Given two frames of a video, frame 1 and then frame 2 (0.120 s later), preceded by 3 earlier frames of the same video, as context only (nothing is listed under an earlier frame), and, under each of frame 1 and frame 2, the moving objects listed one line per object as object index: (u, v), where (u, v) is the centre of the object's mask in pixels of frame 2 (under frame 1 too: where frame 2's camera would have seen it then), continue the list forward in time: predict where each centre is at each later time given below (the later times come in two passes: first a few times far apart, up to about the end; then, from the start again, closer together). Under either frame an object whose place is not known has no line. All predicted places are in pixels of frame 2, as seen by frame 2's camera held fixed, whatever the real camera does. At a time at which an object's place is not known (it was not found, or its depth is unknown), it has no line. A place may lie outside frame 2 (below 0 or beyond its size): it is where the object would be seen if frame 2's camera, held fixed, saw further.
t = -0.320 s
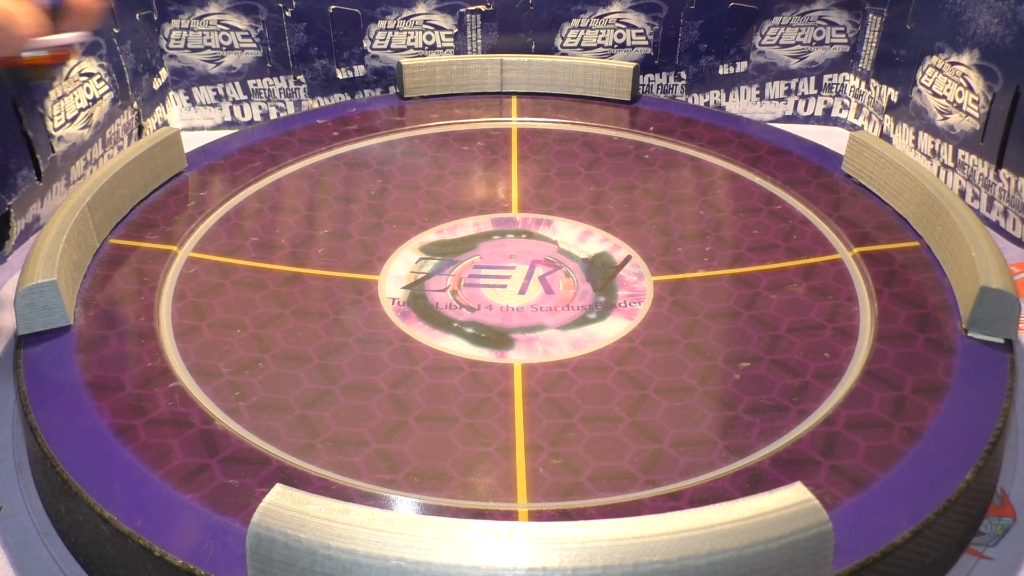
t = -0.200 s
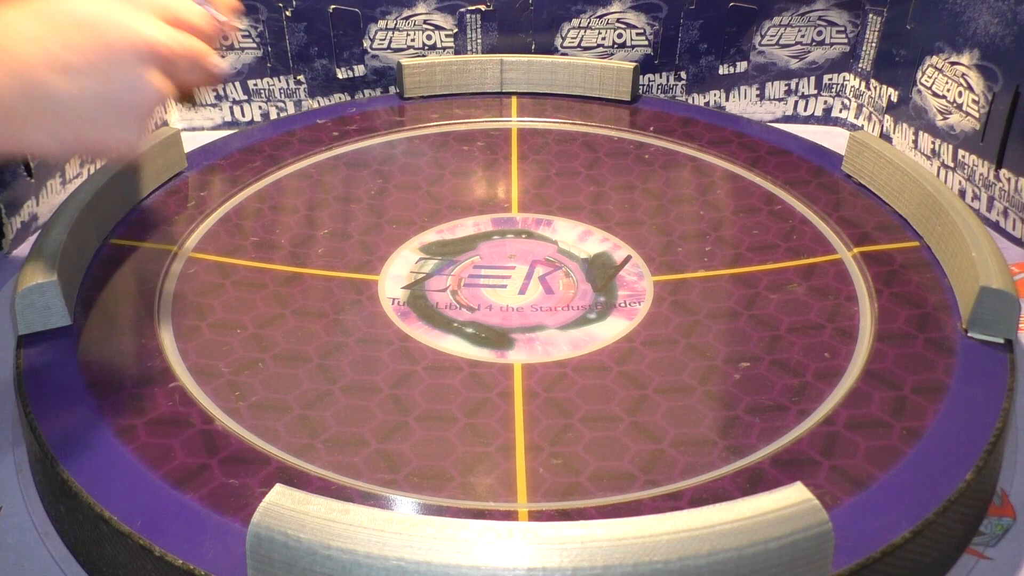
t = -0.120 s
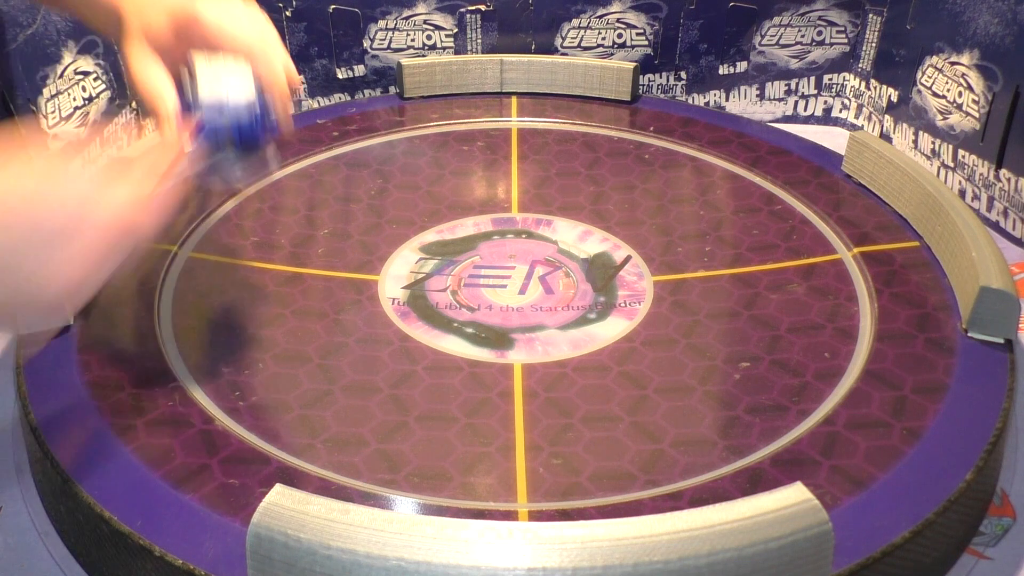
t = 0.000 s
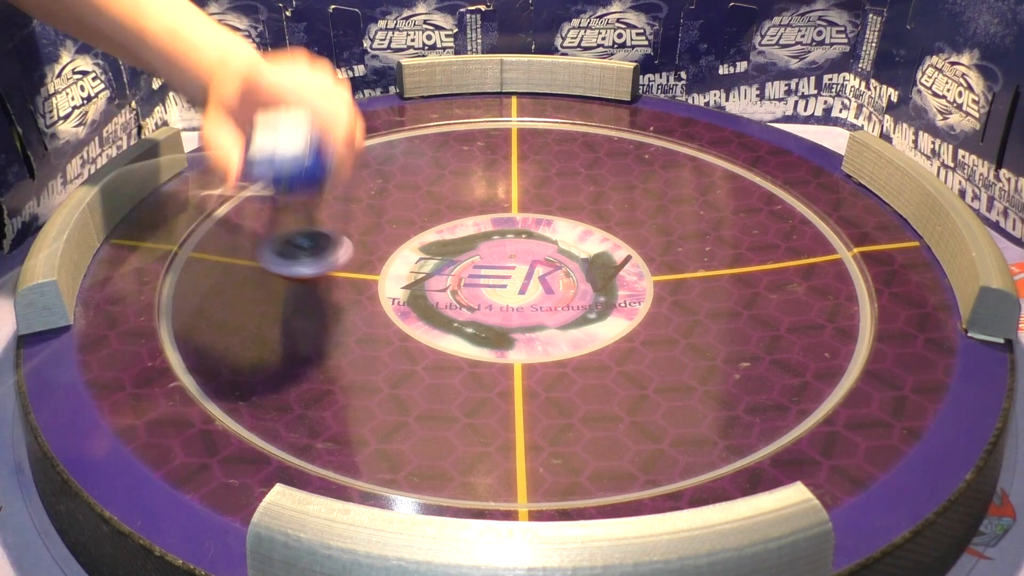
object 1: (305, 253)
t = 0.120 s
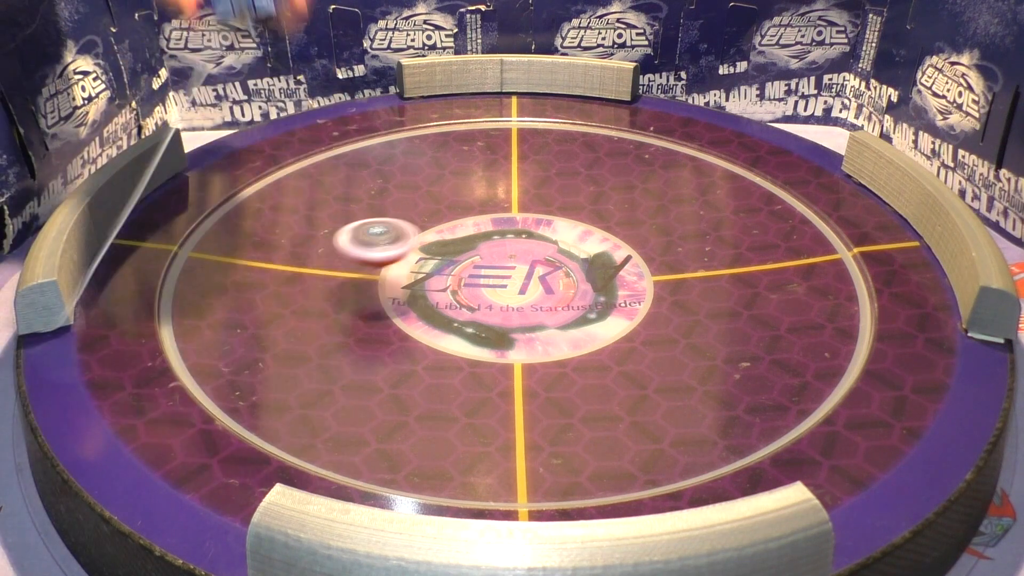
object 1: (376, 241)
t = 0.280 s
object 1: (455, 241)
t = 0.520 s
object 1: (487, 247)
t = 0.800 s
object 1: (483, 243)
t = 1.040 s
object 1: (483, 244)
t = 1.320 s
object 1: (499, 248)
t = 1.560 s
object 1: (513, 245)
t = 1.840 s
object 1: (519, 244)
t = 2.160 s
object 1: (524, 245)
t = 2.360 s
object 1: (531, 250)
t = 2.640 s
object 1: (535, 252)
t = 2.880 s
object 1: (539, 256)
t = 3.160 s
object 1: (547, 258)
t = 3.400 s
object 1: (546, 263)
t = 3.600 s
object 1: (543, 264)
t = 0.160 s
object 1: (400, 245)
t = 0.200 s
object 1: (421, 244)
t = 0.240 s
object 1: (439, 242)
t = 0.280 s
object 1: (455, 241)
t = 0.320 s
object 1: (469, 243)
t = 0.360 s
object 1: (477, 244)
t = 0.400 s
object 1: (482, 244)
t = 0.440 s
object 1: (484, 245)
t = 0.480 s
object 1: (486, 246)
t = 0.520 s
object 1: (487, 247)
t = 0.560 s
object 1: (489, 248)
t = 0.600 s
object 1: (490, 249)
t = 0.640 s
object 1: (491, 249)
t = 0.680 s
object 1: (489, 247)
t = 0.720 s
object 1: (487, 246)
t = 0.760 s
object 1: (484, 244)
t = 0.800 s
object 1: (483, 243)
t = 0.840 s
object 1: (482, 243)
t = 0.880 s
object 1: (482, 243)
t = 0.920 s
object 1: (481, 243)
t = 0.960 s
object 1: (482, 243)
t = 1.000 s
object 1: (482, 243)
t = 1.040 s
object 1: (483, 244)
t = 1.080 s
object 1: (484, 244)
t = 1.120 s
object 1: (487, 245)
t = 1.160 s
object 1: (488, 246)
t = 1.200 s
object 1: (491, 247)
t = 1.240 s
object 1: (493, 247)
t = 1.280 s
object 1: (497, 248)
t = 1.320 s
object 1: (499, 248)
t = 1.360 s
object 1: (501, 247)
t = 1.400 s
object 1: (505, 247)
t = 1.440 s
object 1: (506, 246)
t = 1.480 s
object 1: (510, 246)
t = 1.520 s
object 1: (511, 246)
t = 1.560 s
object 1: (513, 245)
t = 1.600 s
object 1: (515, 244)
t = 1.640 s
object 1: (514, 244)
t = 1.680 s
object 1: (516, 243)
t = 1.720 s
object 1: (518, 244)
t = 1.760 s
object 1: (517, 244)
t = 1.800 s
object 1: (517, 244)
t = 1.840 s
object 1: (519, 244)
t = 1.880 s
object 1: (519, 245)
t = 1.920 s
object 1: (518, 245)
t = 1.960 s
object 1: (519, 245)
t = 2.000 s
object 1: (521, 245)
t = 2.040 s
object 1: (521, 246)
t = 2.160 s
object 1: (524, 245)
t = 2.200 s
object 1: (526, 245)
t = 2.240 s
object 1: (529, 245)
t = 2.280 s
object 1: (532, 247)
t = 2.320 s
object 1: (533, 249)
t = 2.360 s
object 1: (531, 250)
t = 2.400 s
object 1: (529, 250)
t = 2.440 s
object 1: (531, 251)
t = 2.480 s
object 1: (533, 252)
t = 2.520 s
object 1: (533, 252)
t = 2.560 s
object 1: (533, 252)
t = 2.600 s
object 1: (534, 252)
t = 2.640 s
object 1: (535, 252)
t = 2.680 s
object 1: (538, 252)
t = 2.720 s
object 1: (541, 253)
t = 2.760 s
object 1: (541, 254)
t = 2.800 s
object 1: (541, 255)
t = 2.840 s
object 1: (540, 256)
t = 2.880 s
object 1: (539, 256)
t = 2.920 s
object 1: (538, 256)
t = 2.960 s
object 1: (538, 256)
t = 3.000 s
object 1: (538, 255)
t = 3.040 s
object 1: (541, 255)
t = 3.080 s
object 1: (543, 255)
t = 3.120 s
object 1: (545, 256)
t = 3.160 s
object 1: (547, 258)
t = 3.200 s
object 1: (548, 259)
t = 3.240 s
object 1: (549, 260)
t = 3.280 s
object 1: (548, 261)
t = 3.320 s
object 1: (547, 262)
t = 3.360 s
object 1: (546, 262)
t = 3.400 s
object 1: (546, 263)
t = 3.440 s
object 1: (545, 263)
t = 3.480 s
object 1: (544, 263)
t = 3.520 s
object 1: (543, 263)
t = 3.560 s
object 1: (543, 263)
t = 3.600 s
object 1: (543, 264)
